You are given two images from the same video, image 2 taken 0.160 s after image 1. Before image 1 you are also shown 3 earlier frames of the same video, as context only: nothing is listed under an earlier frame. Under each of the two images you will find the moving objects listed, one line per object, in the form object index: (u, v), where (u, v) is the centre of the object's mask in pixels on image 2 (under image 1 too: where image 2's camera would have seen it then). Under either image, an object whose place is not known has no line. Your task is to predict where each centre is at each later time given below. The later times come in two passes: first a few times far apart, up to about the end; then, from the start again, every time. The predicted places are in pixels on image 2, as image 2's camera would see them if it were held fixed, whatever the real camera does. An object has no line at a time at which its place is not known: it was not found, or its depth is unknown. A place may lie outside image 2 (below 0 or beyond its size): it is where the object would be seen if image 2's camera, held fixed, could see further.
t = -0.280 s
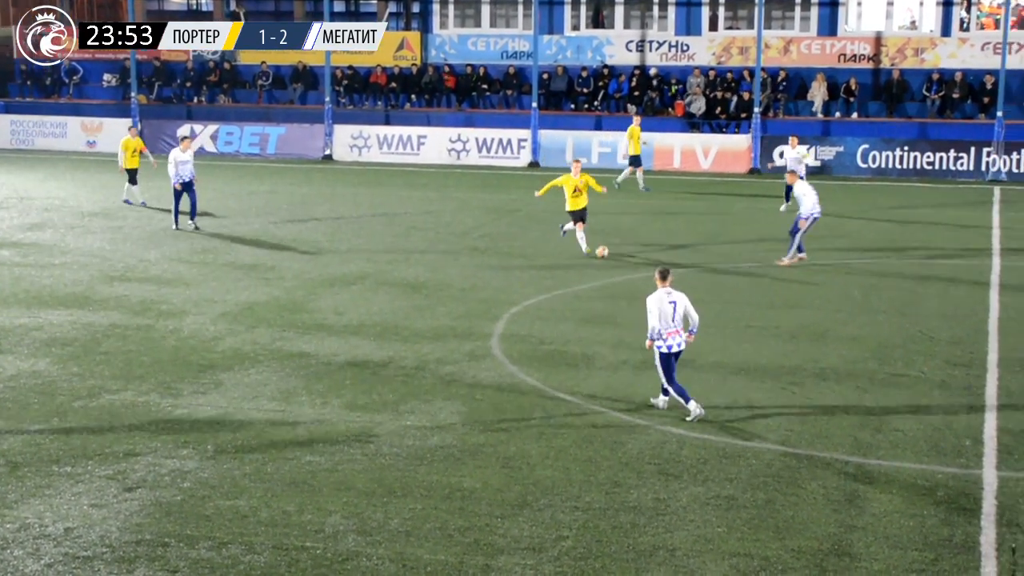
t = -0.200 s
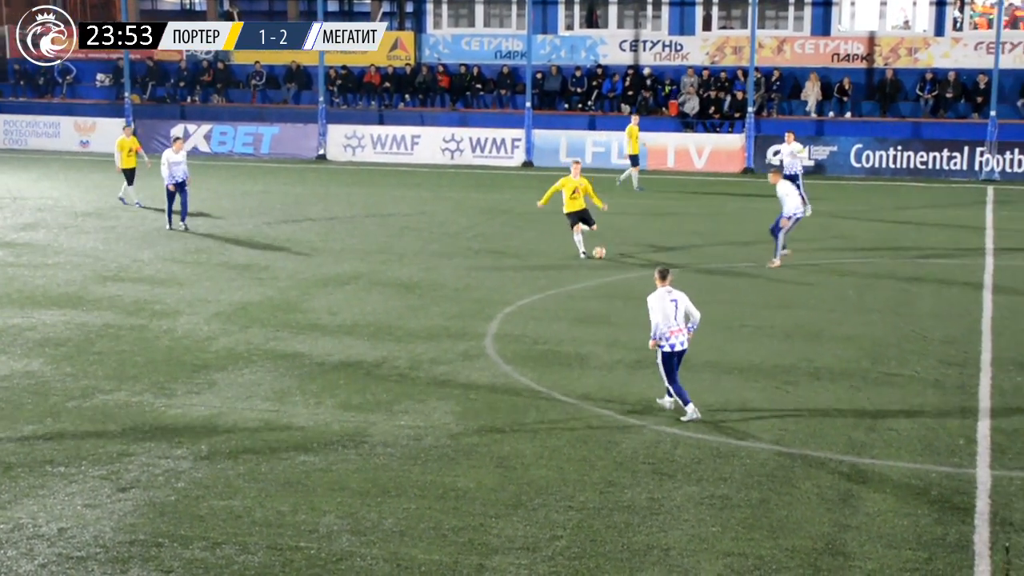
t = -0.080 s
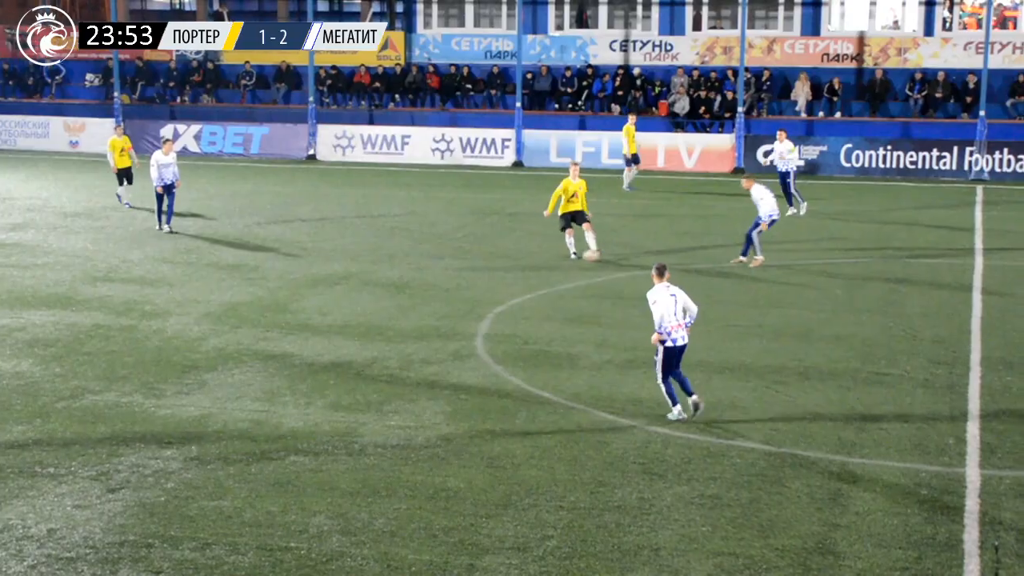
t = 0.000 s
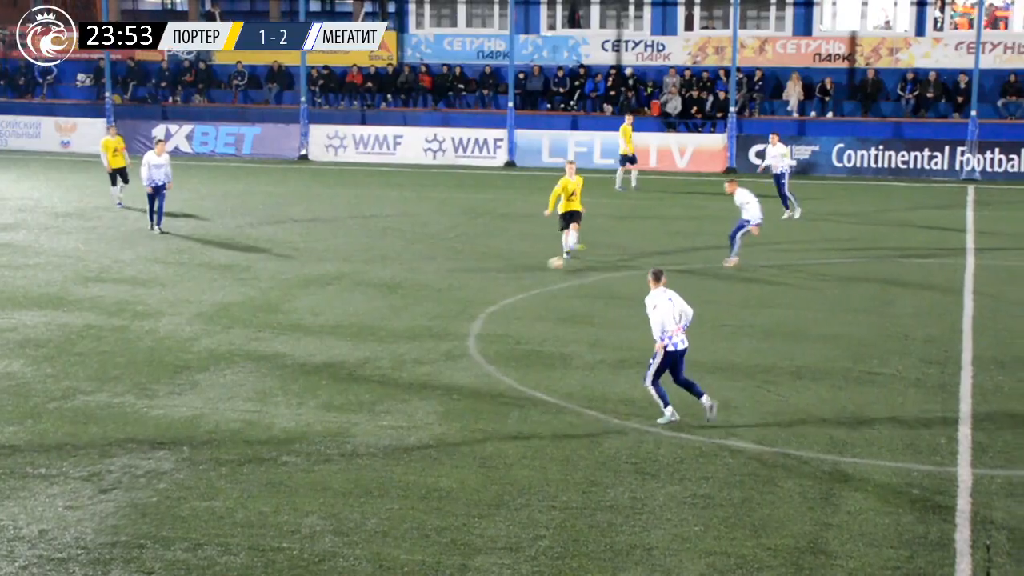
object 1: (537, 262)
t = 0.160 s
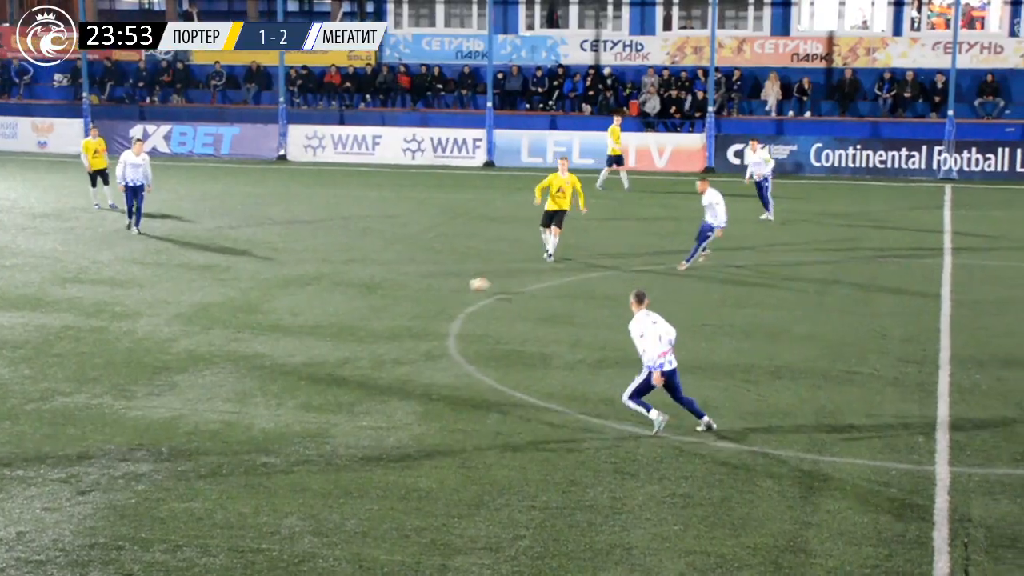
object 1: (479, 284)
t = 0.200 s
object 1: (465, 288)
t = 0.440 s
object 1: (373, 323)
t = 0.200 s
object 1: (465, 288)
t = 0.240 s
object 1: (450, 294)
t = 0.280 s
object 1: (436, 300)
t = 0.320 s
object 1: (420, 308)
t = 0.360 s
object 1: (403, 317)
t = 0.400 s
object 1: (388, 320)
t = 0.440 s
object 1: (373, 323)
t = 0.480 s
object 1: (359, 326)
